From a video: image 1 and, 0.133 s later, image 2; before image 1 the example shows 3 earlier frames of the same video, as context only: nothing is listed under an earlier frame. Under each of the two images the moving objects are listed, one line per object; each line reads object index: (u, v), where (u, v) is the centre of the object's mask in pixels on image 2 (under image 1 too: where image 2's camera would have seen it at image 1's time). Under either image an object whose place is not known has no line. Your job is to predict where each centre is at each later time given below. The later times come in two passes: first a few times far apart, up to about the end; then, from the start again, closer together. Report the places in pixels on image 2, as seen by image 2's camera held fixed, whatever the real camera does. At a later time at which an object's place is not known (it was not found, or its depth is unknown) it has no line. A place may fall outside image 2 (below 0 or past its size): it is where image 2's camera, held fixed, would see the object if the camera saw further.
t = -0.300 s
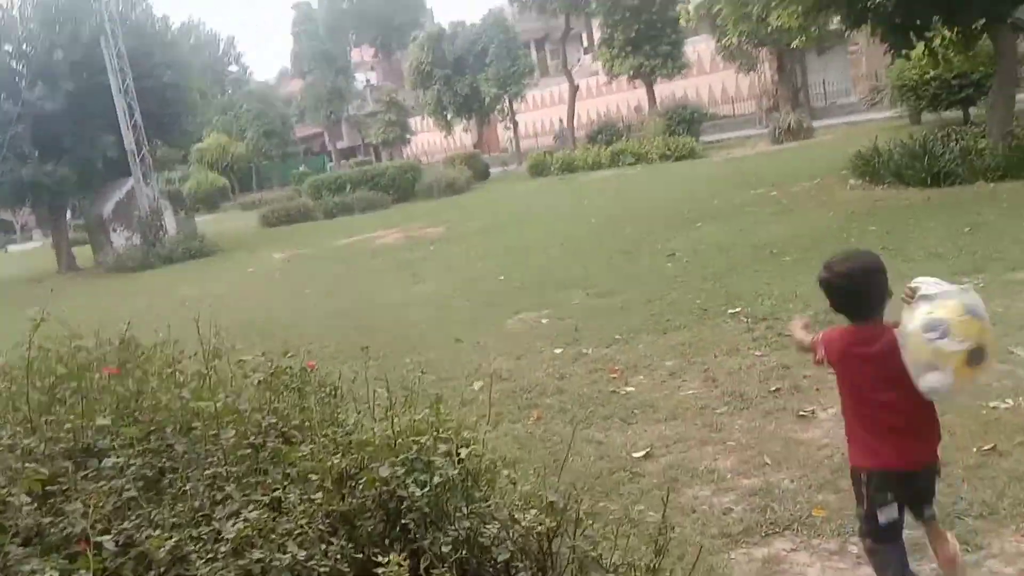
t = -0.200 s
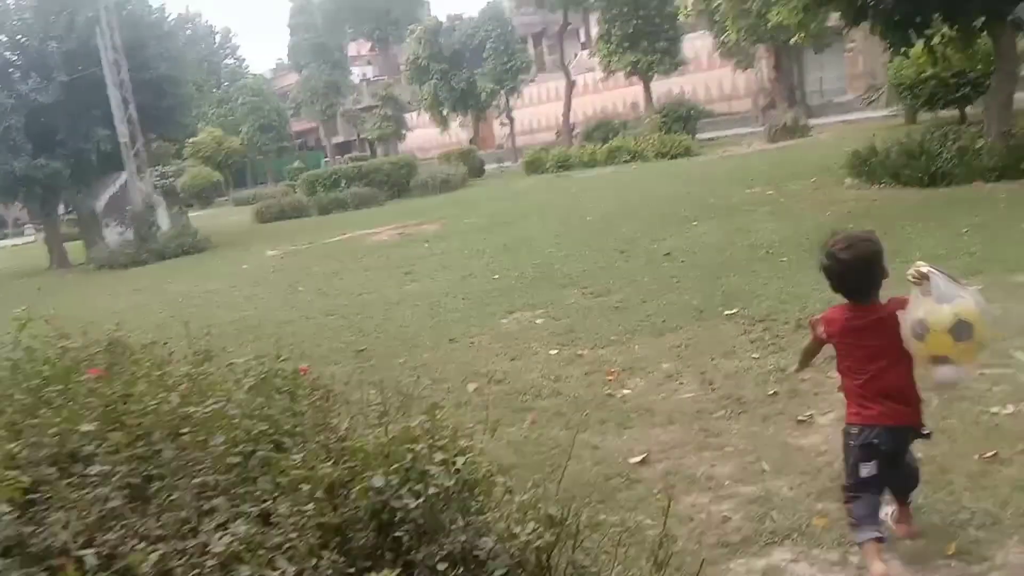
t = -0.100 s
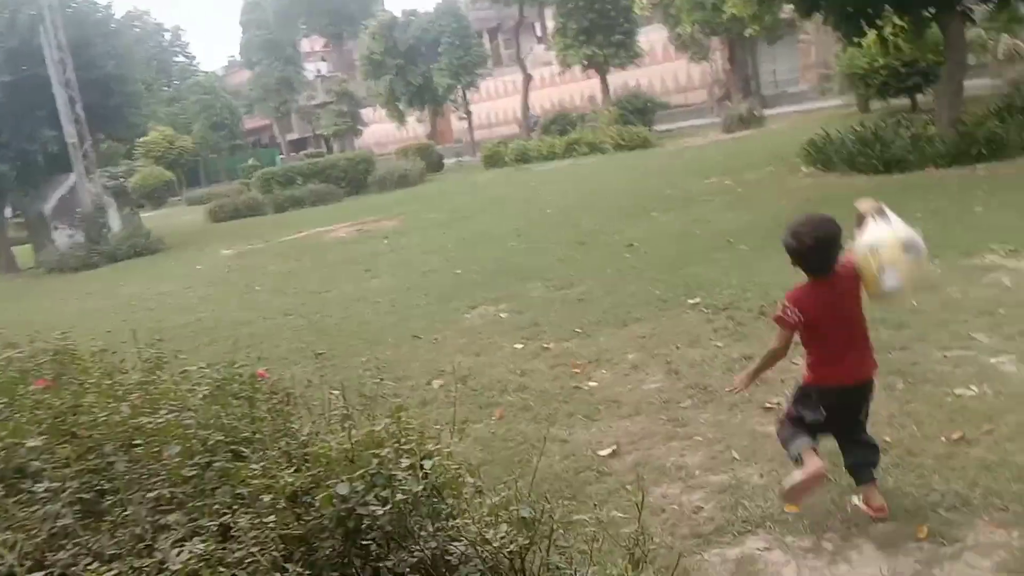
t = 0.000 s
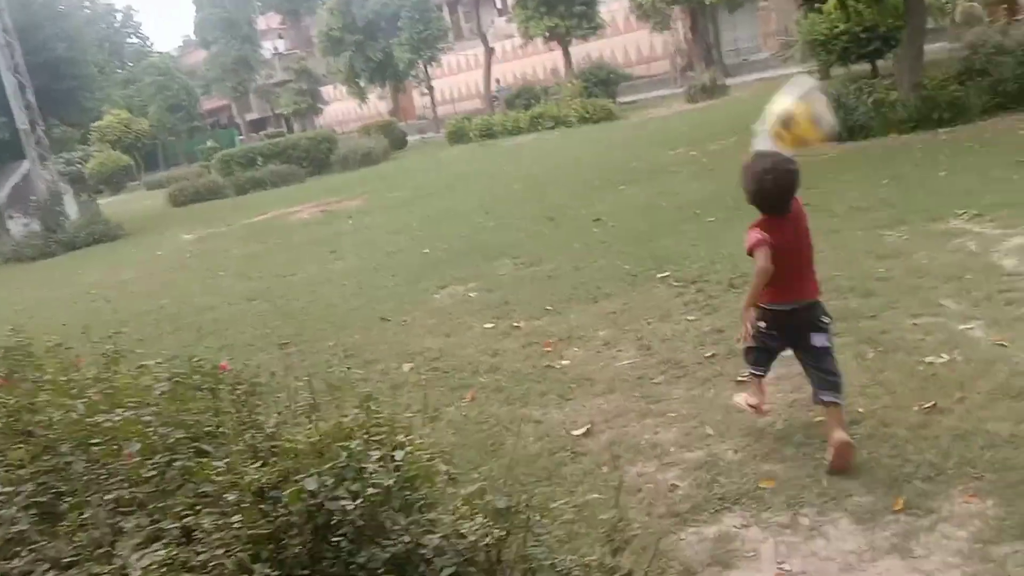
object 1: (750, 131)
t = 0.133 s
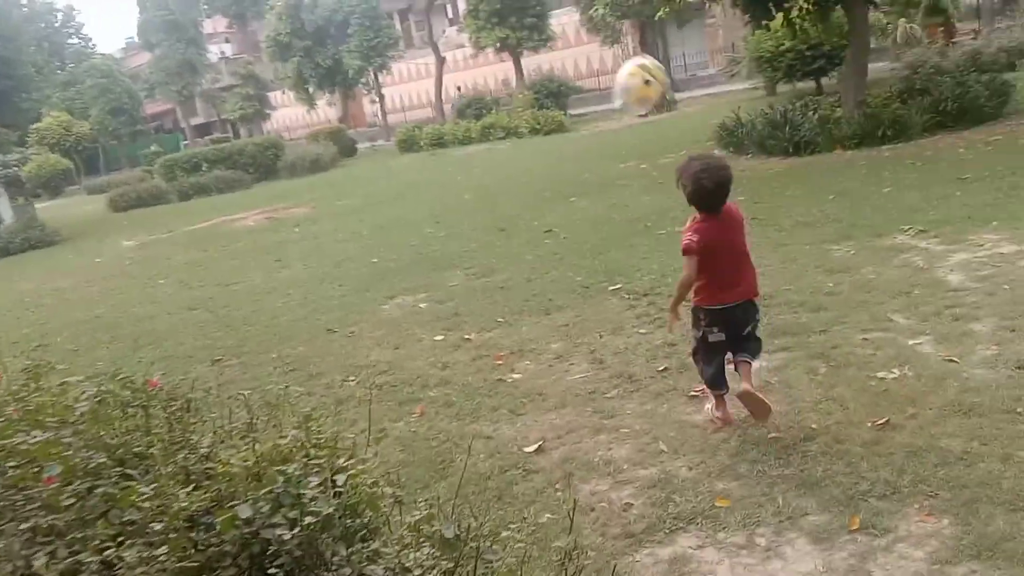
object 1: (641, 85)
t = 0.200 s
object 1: (599, 82)
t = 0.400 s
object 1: (535, 133)
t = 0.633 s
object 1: (502, 225)
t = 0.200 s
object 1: (599, 82)
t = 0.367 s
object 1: (543, 123)
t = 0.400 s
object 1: (535, 133)
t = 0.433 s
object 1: (528, 144)
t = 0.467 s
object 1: (522, 157)
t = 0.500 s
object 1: (518, 169)
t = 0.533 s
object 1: (513, 182)
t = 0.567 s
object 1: (508, 196)
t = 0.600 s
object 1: (505, 210)
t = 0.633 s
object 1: (502, 225)
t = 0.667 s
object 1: (499, 240)
